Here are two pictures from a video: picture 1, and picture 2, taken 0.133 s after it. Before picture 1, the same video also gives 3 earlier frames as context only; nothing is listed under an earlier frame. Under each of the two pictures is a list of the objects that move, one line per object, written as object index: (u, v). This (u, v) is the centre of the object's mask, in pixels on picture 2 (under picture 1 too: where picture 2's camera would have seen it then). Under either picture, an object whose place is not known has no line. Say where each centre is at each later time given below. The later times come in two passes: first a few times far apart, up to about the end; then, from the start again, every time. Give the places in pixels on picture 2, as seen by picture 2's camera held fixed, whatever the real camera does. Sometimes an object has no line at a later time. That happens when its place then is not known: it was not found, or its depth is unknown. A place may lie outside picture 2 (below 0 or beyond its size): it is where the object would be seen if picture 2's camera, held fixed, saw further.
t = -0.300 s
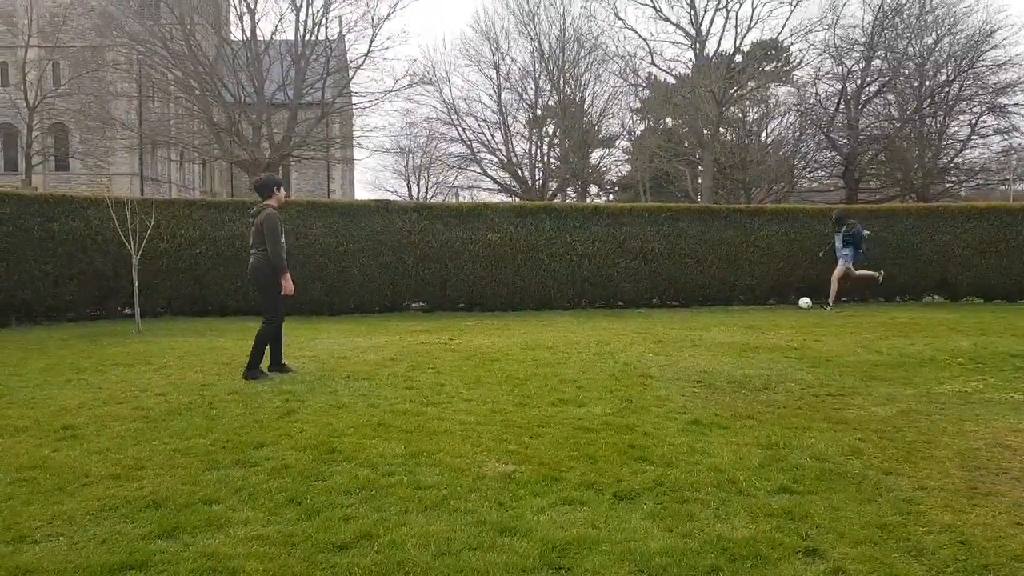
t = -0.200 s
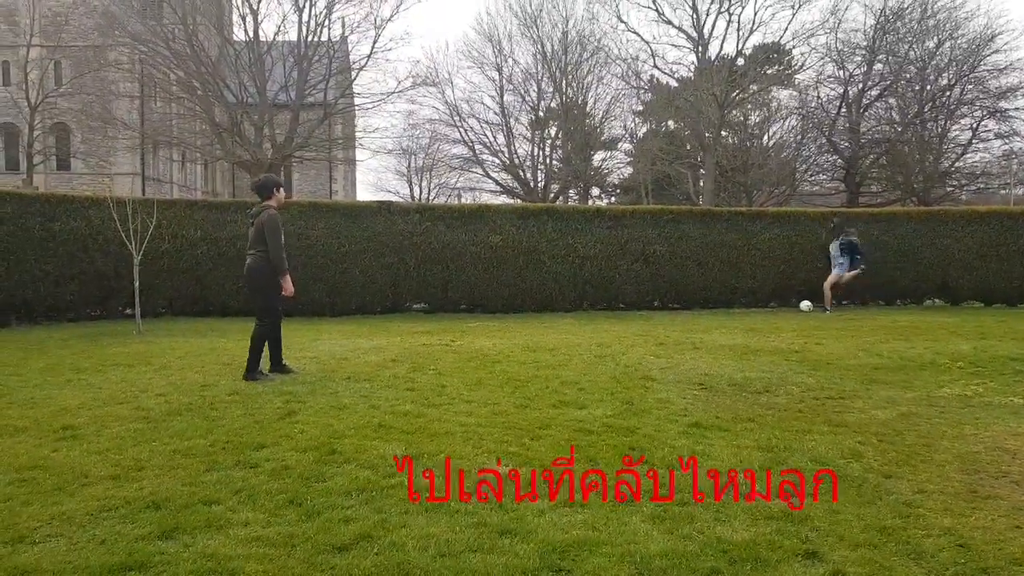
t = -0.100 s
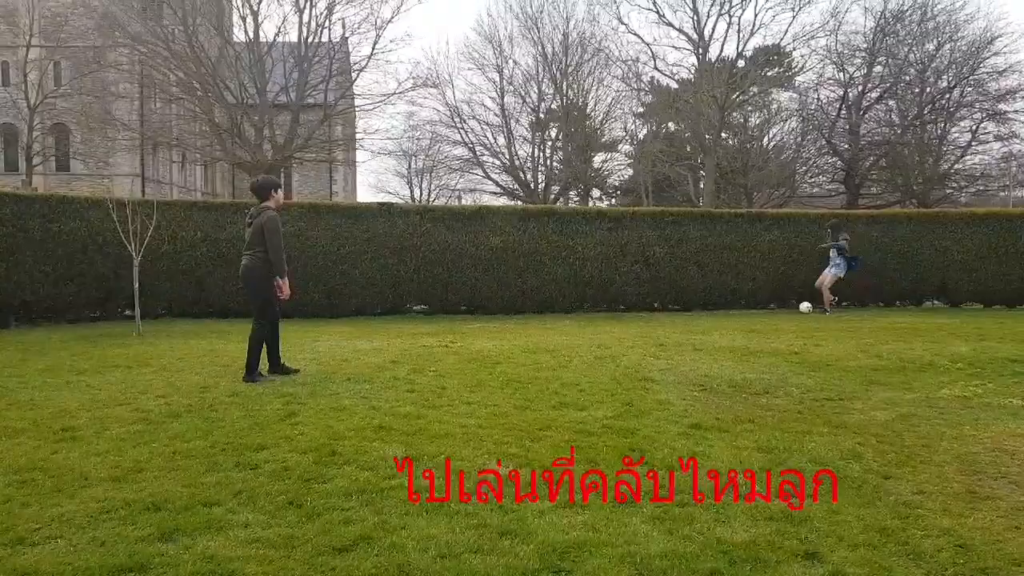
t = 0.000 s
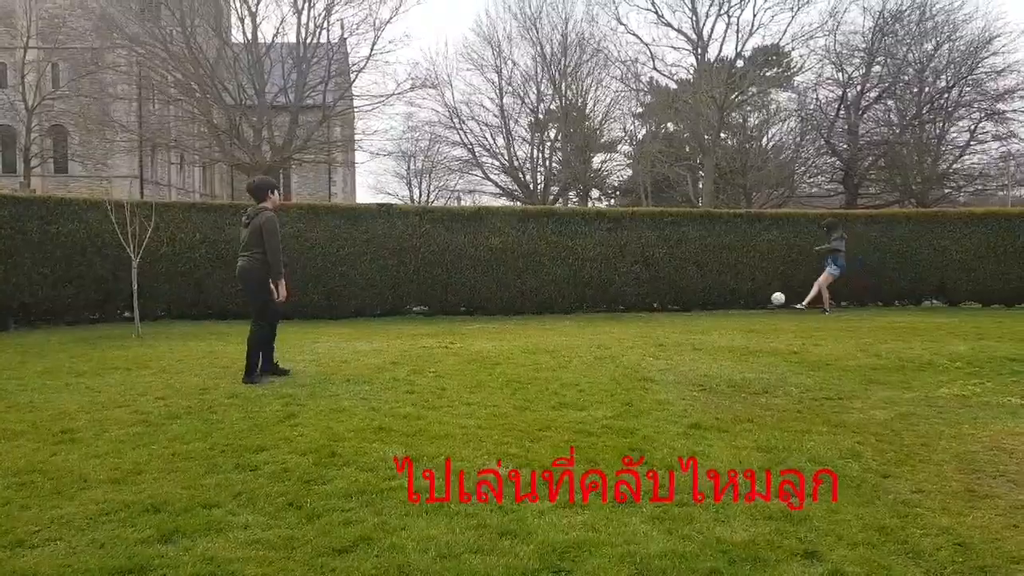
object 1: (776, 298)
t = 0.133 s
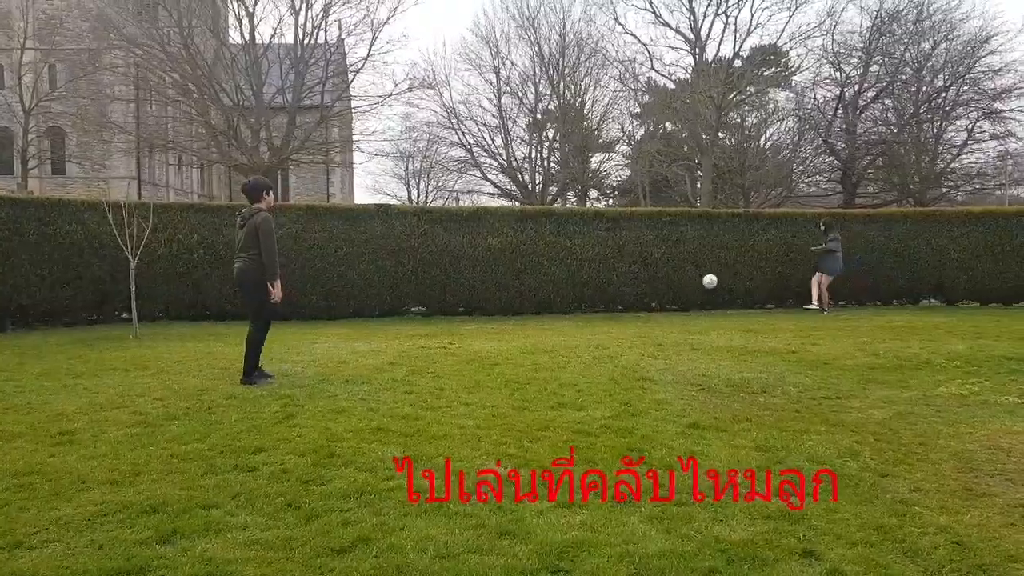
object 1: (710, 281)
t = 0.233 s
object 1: (654, 274)
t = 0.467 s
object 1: (495, 282)
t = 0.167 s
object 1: (692, 278)
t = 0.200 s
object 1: (673, 276)
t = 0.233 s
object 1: (654, 274)
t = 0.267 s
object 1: (634, 272)
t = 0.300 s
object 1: (613, 272)
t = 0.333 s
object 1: (591, 272)
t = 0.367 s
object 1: (569, 274)
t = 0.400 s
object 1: (546, 275)
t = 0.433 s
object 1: (521, 278)
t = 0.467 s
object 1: (495, 282)
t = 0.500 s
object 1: (468, 286)
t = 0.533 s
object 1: (440, 292)
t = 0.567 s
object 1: (410, 300)
